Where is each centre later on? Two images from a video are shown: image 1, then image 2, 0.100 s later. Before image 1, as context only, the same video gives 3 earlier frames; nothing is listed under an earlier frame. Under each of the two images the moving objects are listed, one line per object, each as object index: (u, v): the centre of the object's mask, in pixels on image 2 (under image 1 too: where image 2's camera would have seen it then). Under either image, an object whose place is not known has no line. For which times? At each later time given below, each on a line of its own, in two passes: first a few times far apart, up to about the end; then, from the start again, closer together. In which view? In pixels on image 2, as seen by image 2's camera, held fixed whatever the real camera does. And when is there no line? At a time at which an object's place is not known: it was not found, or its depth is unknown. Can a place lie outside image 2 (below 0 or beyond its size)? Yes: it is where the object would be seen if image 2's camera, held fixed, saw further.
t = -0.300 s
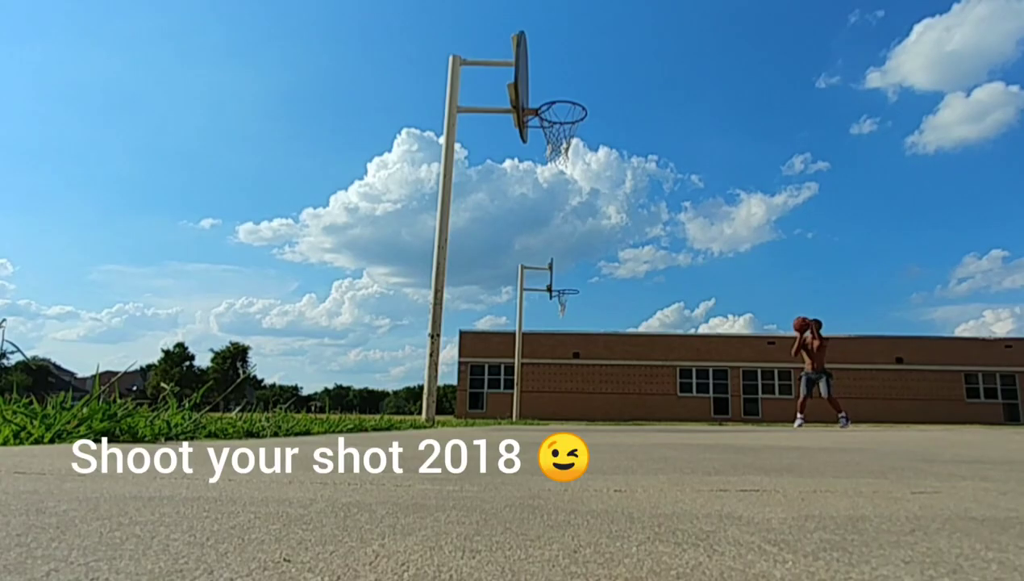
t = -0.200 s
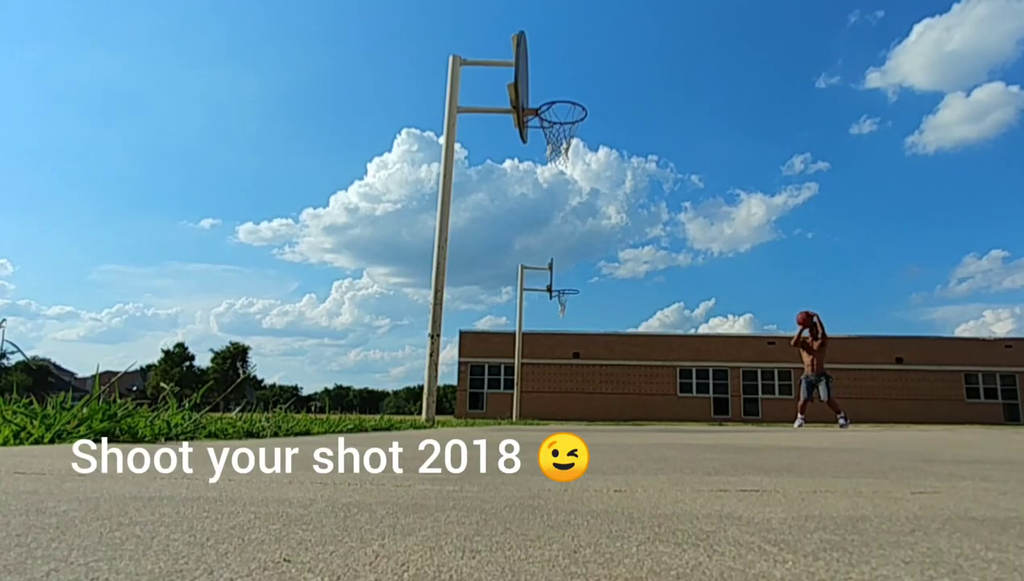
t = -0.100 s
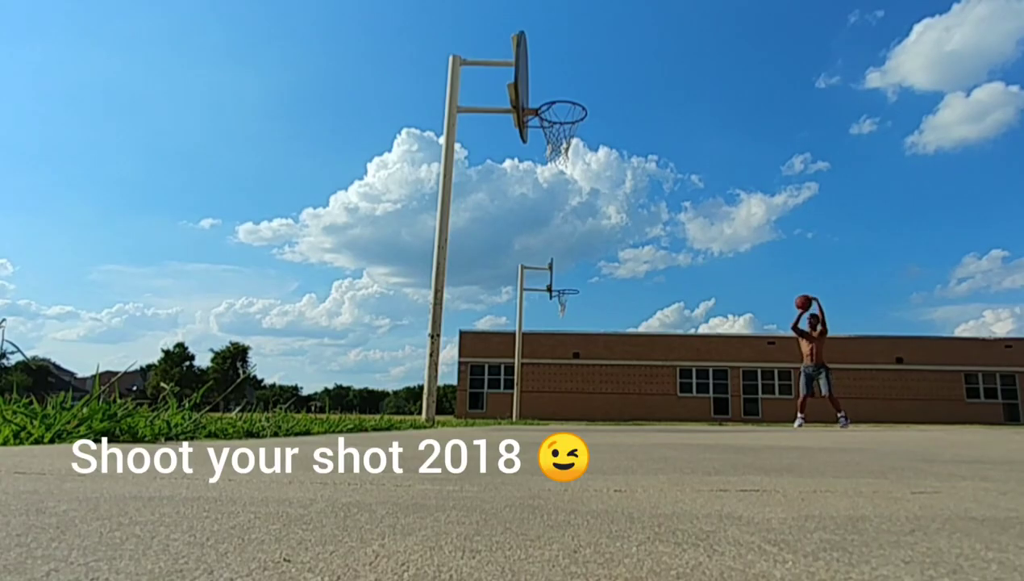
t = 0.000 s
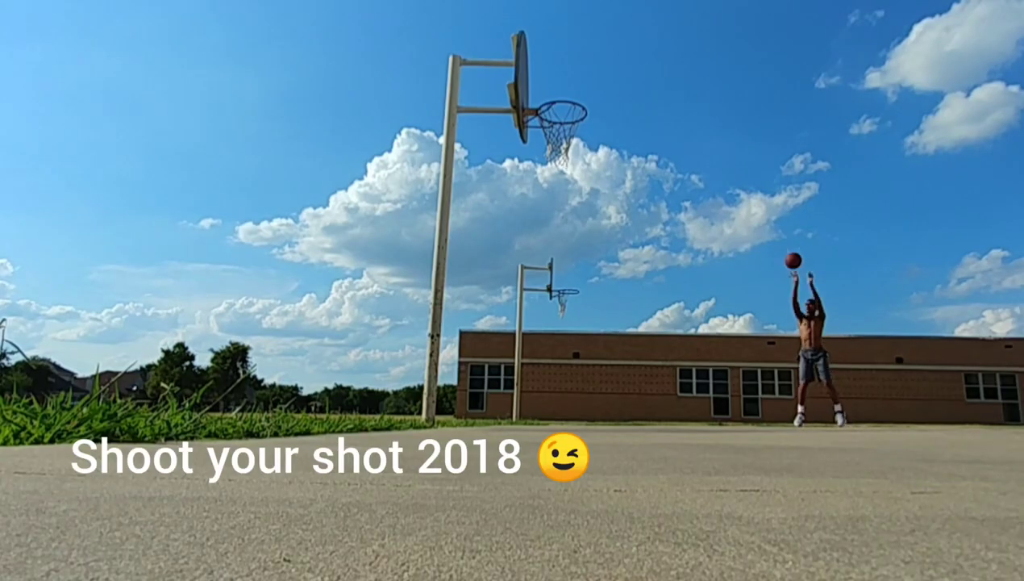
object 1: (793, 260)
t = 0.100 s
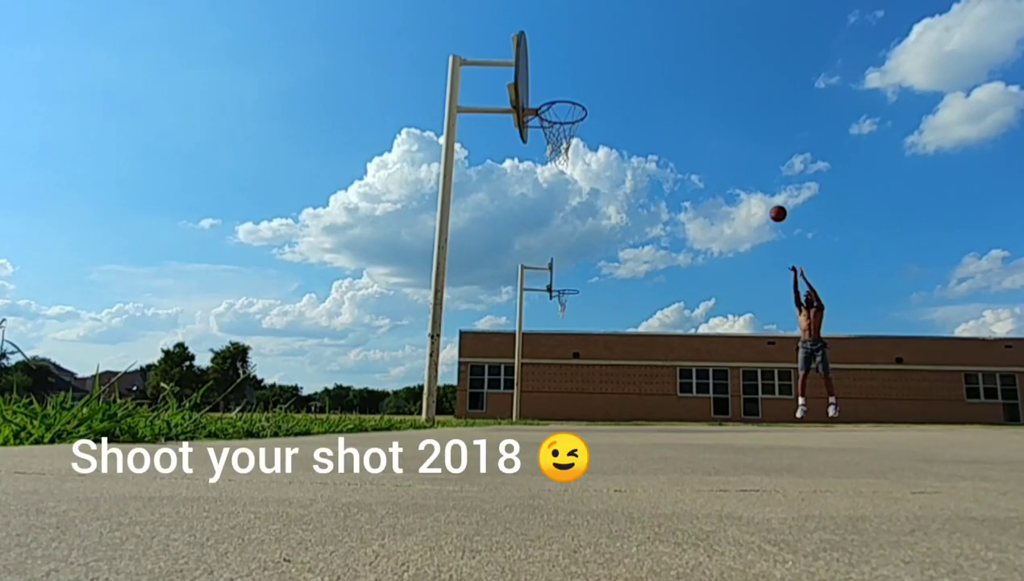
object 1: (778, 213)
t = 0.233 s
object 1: (757, 159)
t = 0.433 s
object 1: (726, 95)
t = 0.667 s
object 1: (688, 49)
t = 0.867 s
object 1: (653, 36)
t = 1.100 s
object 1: (605, 59)
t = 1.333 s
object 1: (549, 135)
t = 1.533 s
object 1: (526, 178)
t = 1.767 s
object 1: (495, 288)
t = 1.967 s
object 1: (472, 386)
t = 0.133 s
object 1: (772, 199)
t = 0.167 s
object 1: (768, 185)
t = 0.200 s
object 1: (762, 171)
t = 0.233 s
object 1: (757, 159)
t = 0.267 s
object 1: (752, 147)
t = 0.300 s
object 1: (747, 135)
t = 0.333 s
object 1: (742, 124)
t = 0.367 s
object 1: (737, 114)
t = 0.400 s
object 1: (732, 104)
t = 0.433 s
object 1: (726, 95)
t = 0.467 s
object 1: (721, 87)
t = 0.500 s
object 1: (713, 75)
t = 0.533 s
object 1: (710, 71)
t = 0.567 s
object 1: (705, 65)
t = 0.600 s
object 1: (700, 59)
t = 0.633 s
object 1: (694, 53)
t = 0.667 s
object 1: (688, 49)
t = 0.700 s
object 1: (683, 45)
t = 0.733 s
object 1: (677, 42)
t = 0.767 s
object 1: (671, 40)
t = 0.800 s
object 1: (665, 38)
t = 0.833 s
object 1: (659, 37)
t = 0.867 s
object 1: (653, 36)
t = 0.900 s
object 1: (646, 37)
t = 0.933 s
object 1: (640, 38)
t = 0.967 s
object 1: (633, 41)
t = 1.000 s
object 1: (627, 44)
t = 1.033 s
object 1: (620, 48)
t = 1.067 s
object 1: (613, 53)
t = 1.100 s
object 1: (605, 59)
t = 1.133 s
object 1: (598, 67)
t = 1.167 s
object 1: (590, 75)
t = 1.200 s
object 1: (582, 85)
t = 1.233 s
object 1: (574, 96)
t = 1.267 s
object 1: (566, 108)
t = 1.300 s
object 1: (557, 122)
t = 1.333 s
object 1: (549, 135)
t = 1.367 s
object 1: (544, 141)
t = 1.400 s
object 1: (541, 146)
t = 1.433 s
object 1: (538, 152)
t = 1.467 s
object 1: (534, 159)
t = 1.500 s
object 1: (530, 168)
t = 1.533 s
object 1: (526, 178)
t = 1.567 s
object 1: (522, 189)
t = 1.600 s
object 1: (518, 202)
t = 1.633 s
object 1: (514, 216)
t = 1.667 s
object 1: (510, 231)
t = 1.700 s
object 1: (505, 249)
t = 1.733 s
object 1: (500, 267)
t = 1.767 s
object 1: (495, 288)
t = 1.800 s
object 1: (489, 310)
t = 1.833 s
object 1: (484, 335)
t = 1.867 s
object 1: (477, 361)
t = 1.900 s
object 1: (471, 390)
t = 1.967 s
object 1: (472, 386)
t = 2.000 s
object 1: (478, 363)
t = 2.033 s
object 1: (482, 342)
